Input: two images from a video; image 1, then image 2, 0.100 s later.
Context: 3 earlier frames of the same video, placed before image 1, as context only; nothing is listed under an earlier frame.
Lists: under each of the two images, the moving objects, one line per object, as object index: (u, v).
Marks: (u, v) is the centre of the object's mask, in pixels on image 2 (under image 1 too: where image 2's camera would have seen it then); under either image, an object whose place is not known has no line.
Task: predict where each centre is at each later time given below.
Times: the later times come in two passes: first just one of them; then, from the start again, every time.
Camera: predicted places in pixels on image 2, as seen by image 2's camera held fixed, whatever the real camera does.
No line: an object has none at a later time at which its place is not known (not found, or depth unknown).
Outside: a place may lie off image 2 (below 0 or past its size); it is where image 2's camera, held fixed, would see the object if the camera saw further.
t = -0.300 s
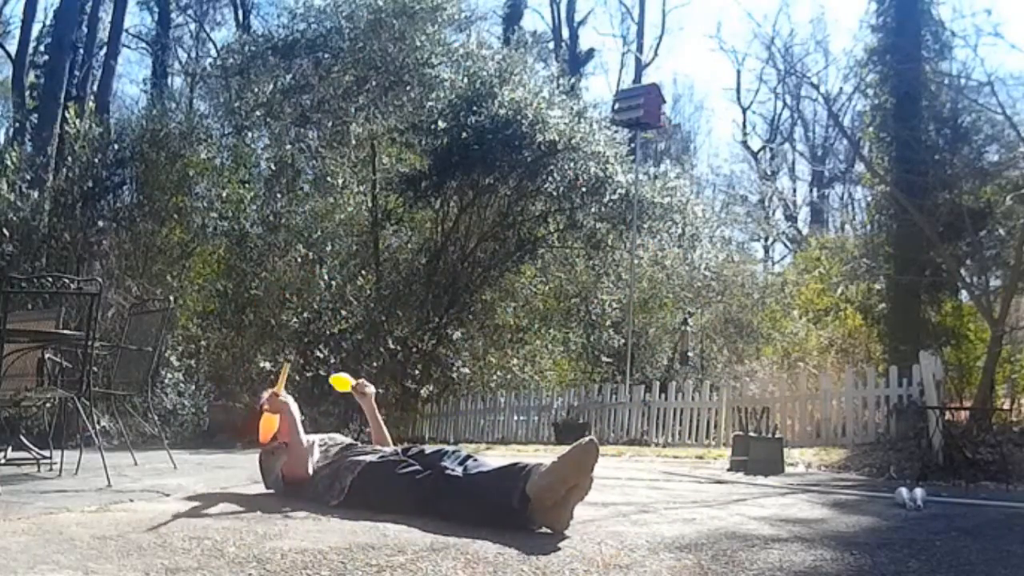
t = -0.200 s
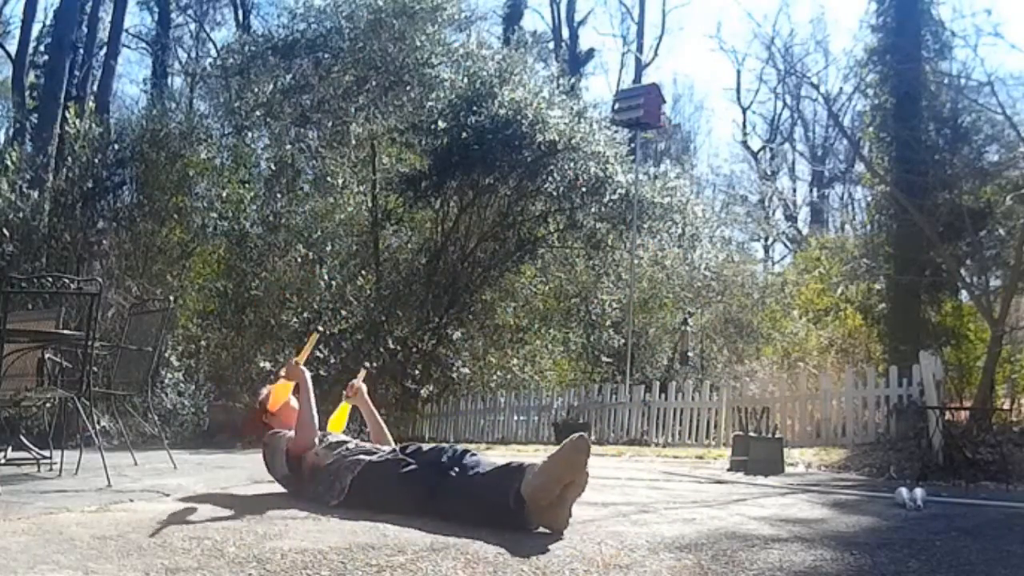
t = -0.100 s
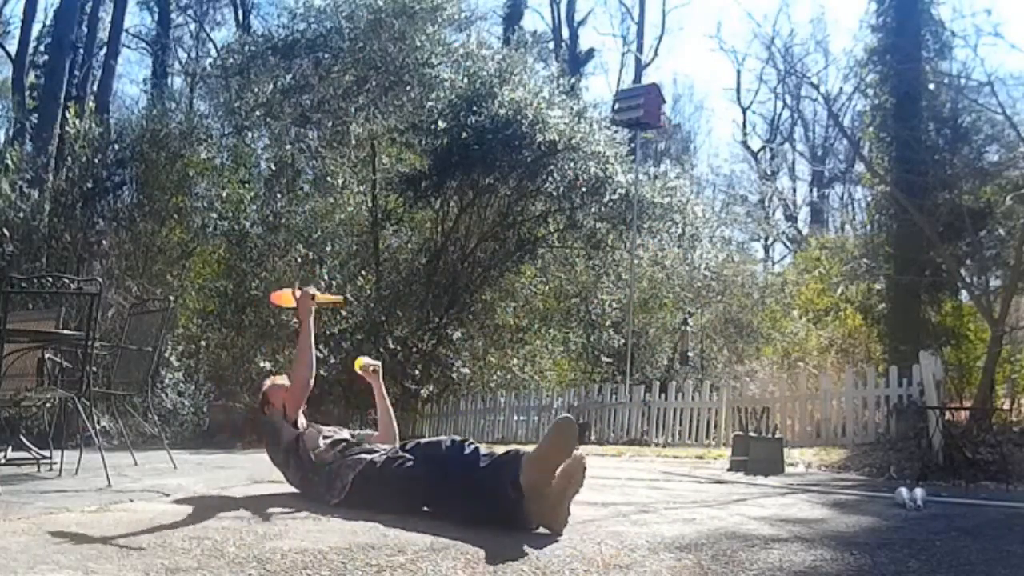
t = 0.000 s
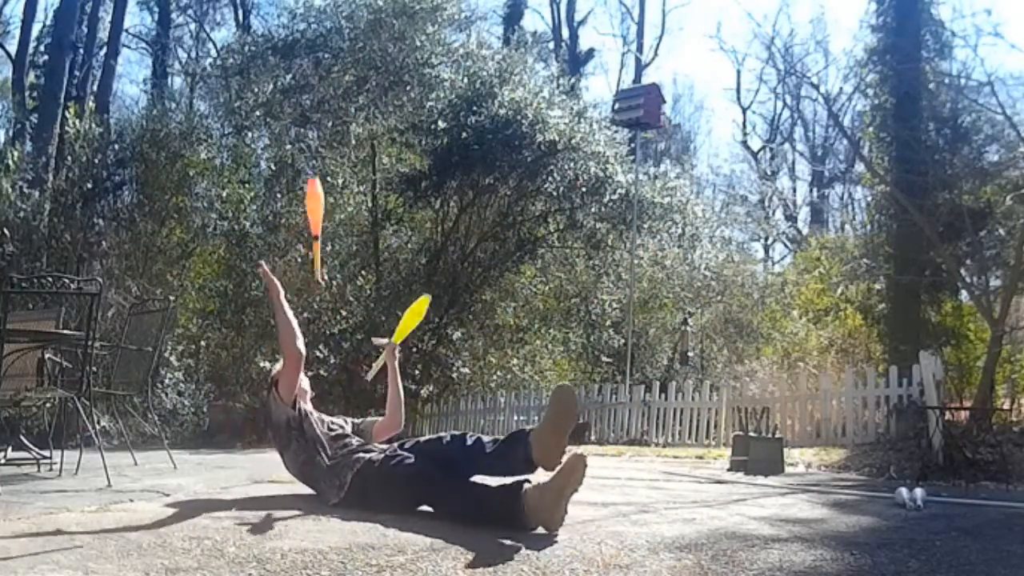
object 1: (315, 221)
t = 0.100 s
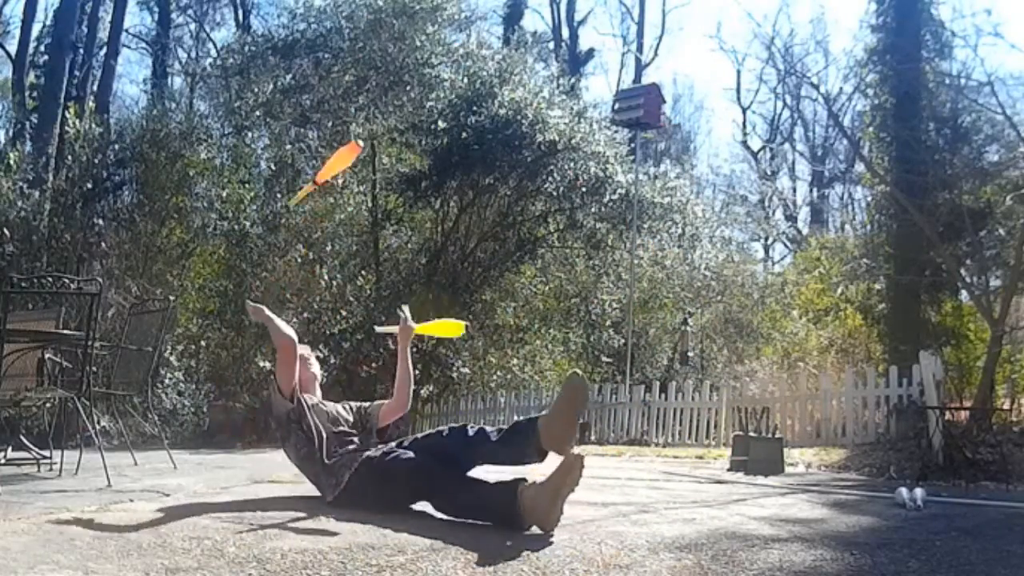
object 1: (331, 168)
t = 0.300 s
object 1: (339, 138)
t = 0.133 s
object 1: (334, 160)
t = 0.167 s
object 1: (335, 153)
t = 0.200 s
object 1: (338, 149)
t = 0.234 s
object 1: (337, 143)
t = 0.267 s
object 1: (337, 141)
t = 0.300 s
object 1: (339, 138)
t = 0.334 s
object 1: (340, 140)
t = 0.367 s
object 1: (343, 142)
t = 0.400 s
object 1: (341, 147)
